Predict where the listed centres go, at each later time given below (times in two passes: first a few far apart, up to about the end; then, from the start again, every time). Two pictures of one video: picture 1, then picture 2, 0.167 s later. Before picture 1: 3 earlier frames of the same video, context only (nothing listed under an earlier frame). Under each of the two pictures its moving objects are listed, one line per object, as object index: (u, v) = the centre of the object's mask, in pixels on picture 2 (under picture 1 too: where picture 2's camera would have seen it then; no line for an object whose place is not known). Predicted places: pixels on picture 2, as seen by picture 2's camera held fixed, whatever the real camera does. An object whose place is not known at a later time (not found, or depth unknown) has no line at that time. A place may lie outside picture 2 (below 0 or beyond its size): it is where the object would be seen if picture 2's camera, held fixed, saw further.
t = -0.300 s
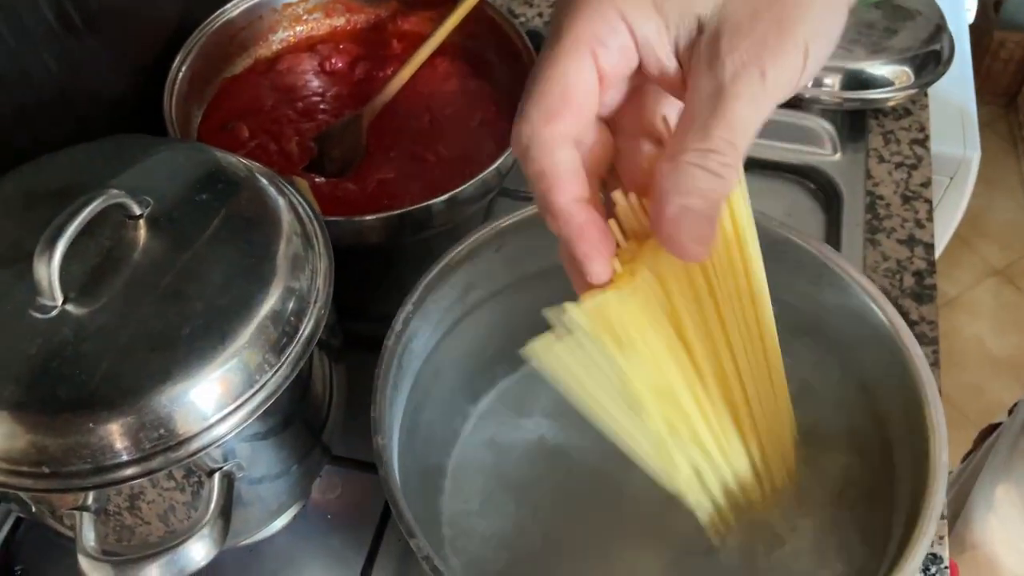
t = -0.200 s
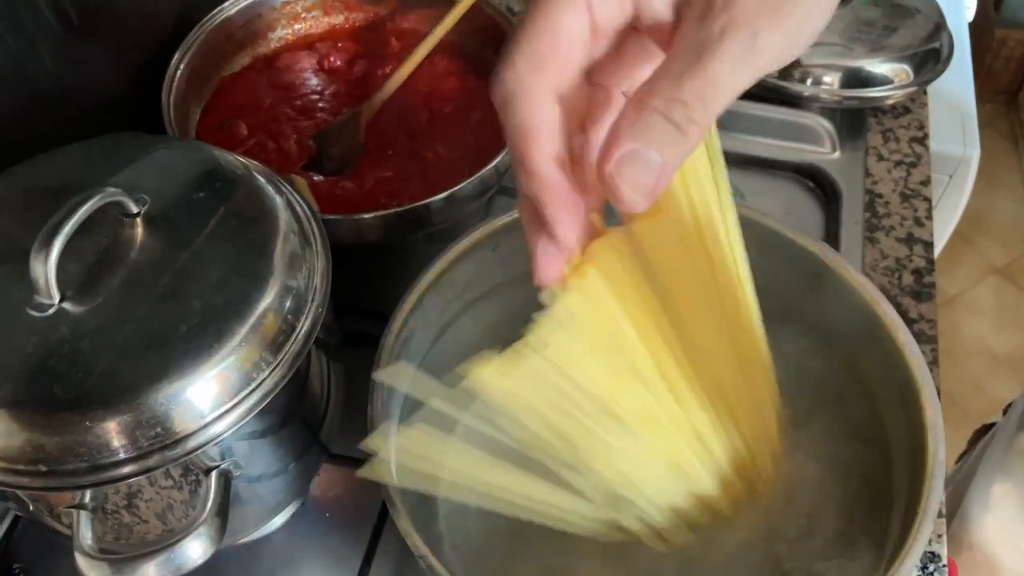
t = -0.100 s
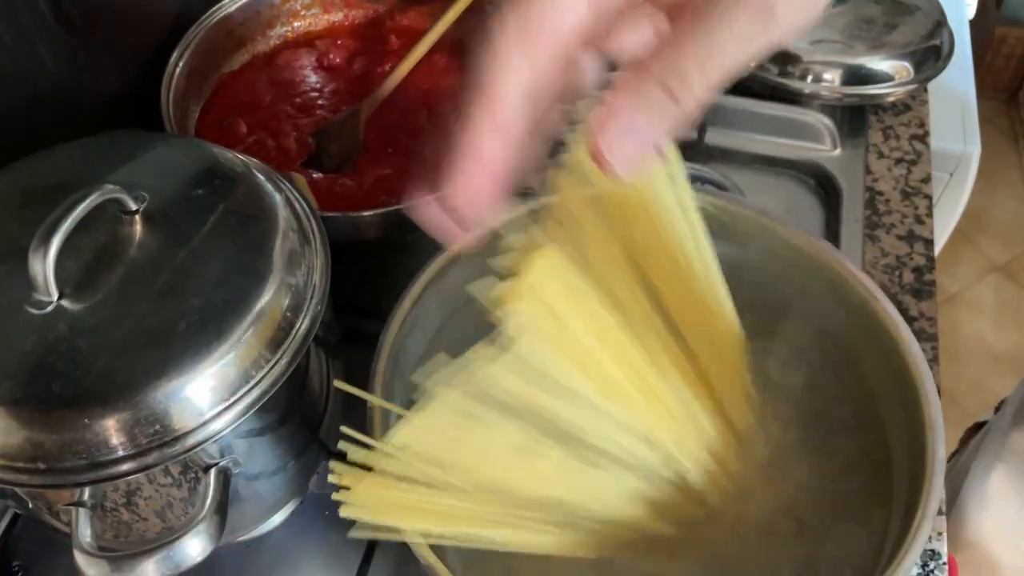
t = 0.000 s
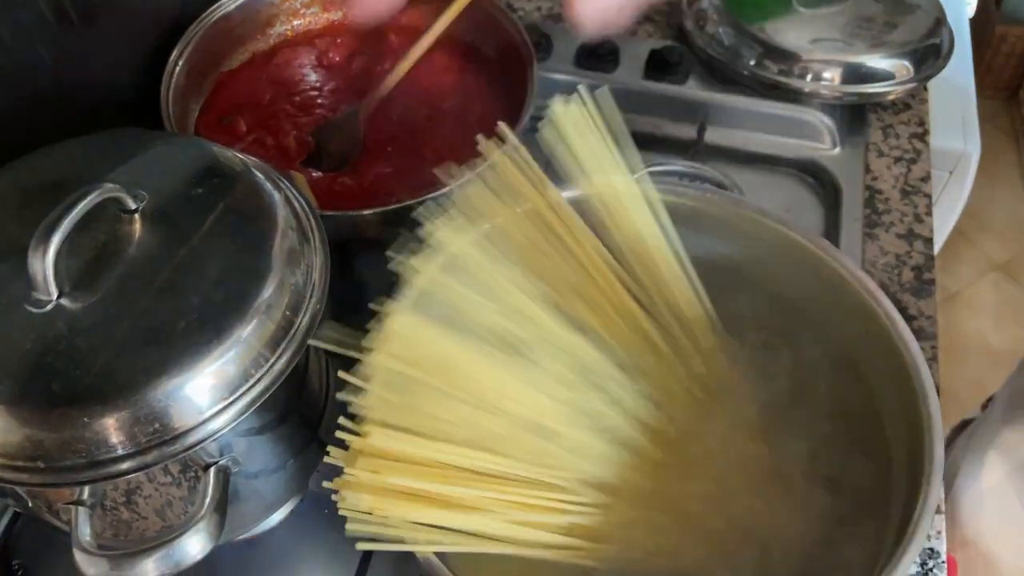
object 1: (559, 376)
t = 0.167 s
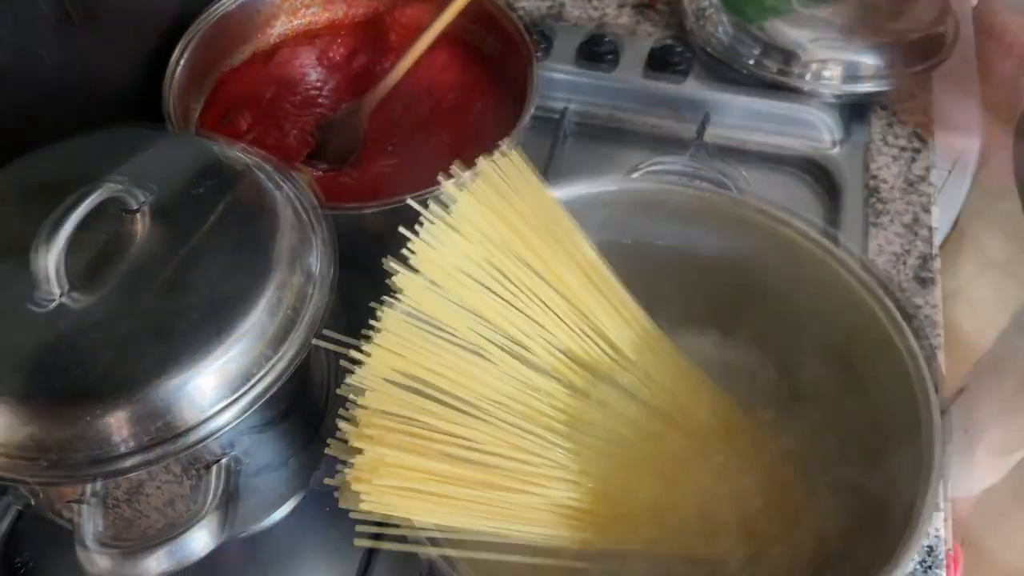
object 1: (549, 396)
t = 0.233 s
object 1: (547, 406)
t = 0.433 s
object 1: (550, 409)
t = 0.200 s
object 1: (548, 405)
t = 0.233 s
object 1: (547, 406)
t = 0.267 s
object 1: (546, 406)
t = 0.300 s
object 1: (548, 407)
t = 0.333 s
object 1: (548, 407)
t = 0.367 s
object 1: (547, 407)
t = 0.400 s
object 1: (548, 407)
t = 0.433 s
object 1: (550, 409)
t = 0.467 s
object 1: (549, 408)
